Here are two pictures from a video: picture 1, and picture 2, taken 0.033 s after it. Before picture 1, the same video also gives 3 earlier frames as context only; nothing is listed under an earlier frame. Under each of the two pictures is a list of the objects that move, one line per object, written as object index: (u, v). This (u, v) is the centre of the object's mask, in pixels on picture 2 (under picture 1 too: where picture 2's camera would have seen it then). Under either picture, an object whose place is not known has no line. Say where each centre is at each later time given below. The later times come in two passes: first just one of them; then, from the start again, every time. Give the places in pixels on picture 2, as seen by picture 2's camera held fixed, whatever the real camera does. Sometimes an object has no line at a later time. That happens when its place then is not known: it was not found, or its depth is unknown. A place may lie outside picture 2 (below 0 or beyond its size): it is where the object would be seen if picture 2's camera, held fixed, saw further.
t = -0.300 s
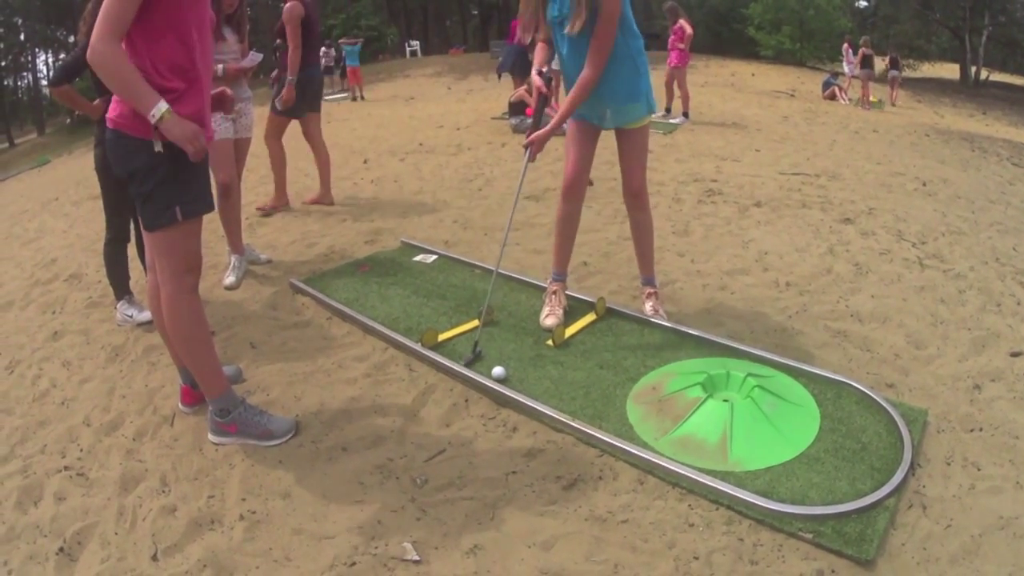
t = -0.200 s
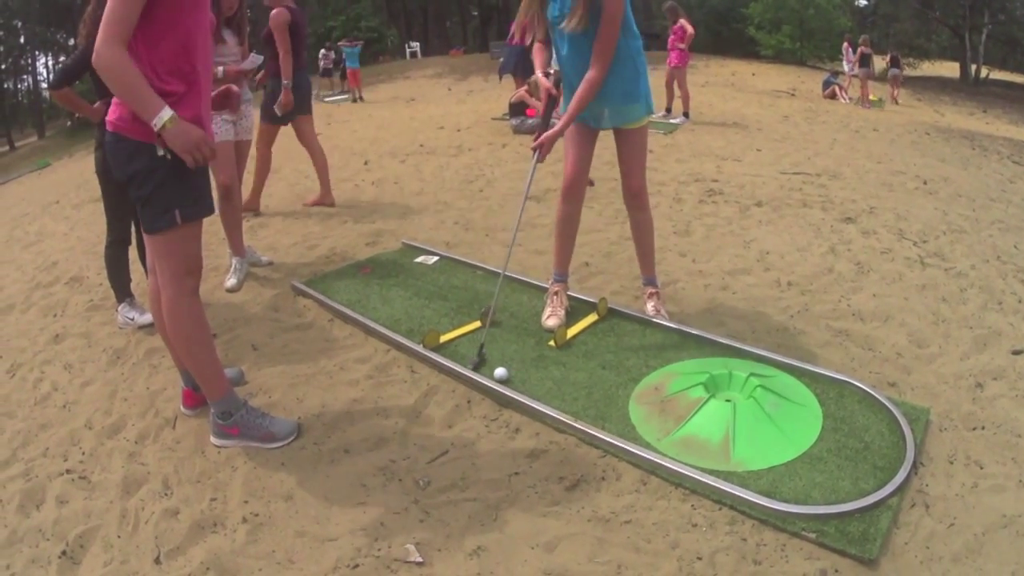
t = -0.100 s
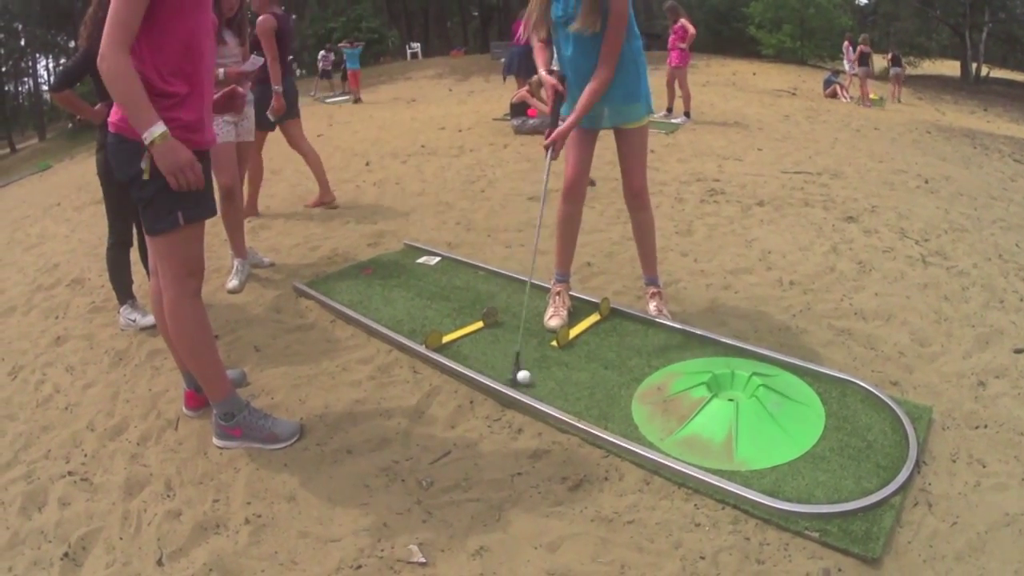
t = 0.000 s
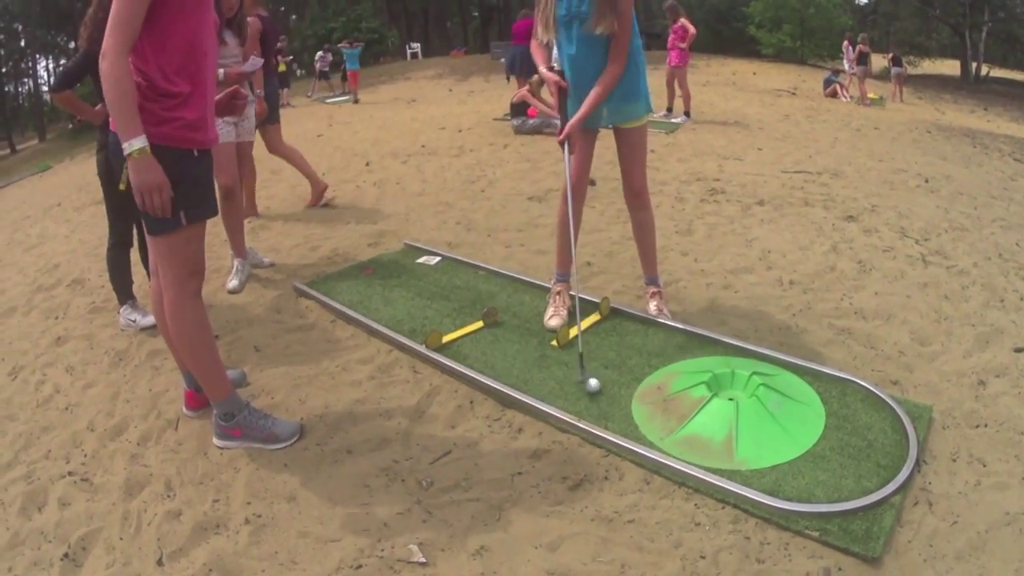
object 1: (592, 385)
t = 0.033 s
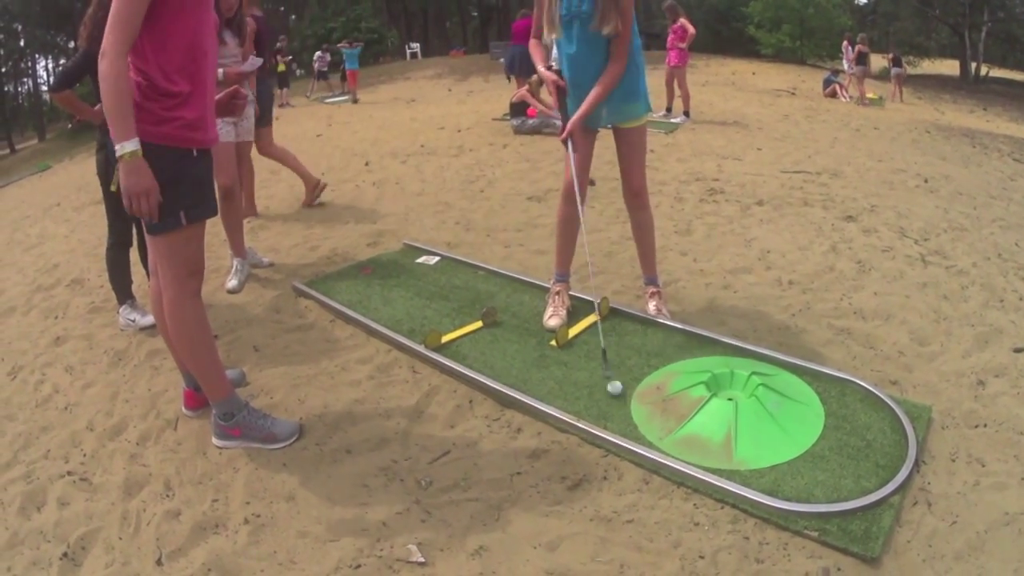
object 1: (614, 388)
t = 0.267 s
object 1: (732, 367)
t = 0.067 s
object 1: (636, 388)
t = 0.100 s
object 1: (656, 385)
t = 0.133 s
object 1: (674, 382)
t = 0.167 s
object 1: (689, 376)
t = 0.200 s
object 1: (704, 370)
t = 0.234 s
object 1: (718, 366)
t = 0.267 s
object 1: (732, 367)
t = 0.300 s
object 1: (744, 371)
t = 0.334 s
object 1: (748, 371)
